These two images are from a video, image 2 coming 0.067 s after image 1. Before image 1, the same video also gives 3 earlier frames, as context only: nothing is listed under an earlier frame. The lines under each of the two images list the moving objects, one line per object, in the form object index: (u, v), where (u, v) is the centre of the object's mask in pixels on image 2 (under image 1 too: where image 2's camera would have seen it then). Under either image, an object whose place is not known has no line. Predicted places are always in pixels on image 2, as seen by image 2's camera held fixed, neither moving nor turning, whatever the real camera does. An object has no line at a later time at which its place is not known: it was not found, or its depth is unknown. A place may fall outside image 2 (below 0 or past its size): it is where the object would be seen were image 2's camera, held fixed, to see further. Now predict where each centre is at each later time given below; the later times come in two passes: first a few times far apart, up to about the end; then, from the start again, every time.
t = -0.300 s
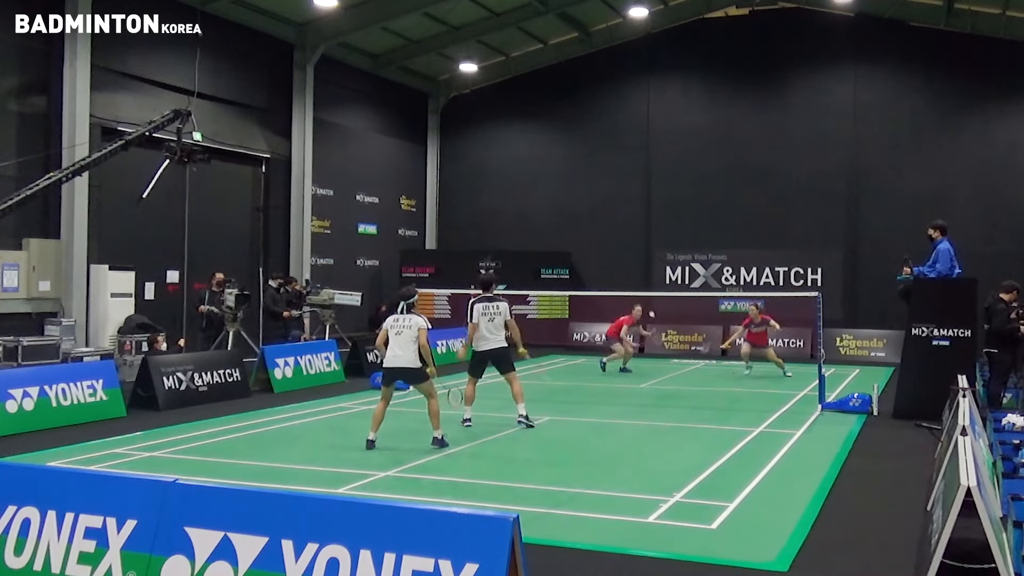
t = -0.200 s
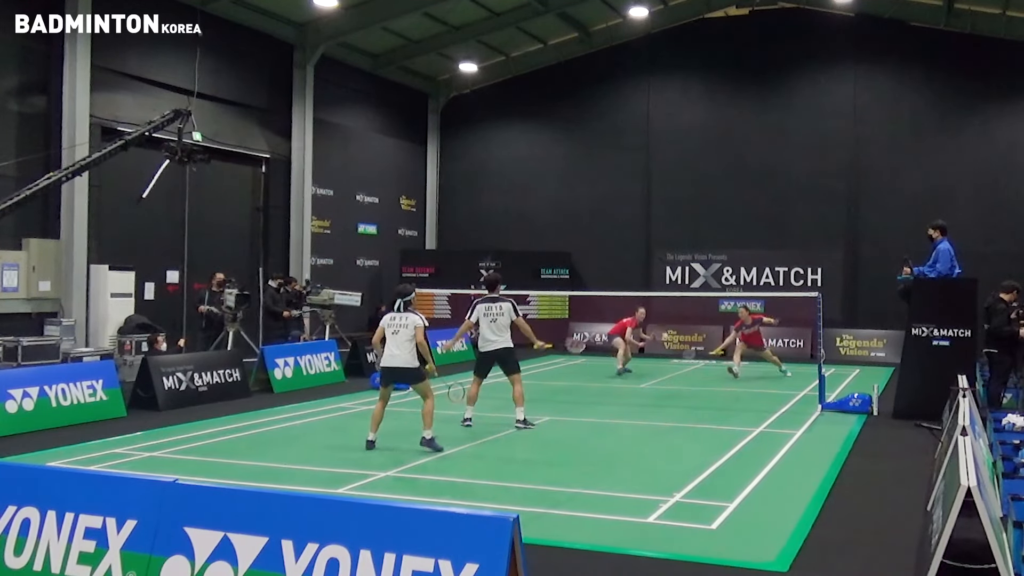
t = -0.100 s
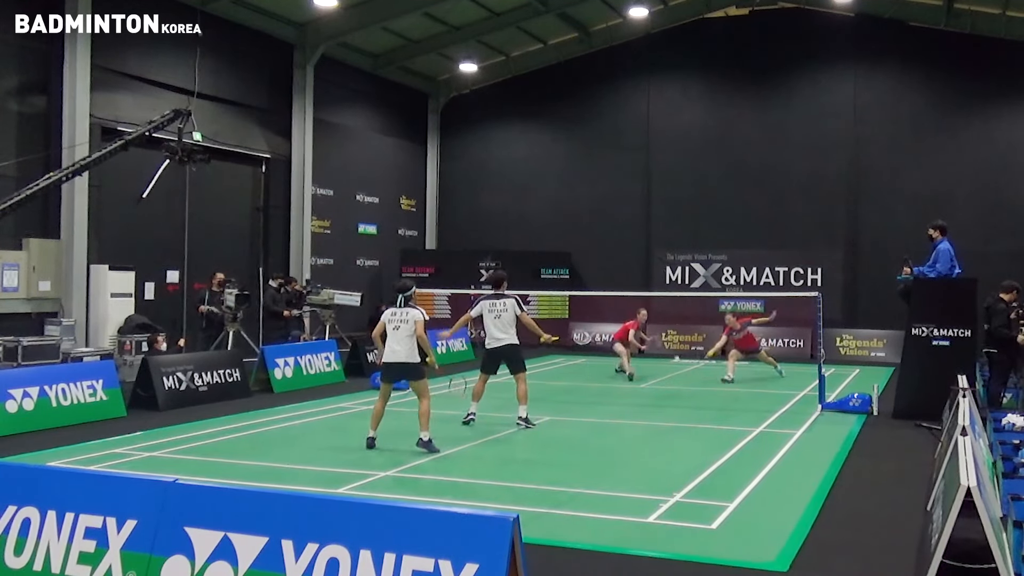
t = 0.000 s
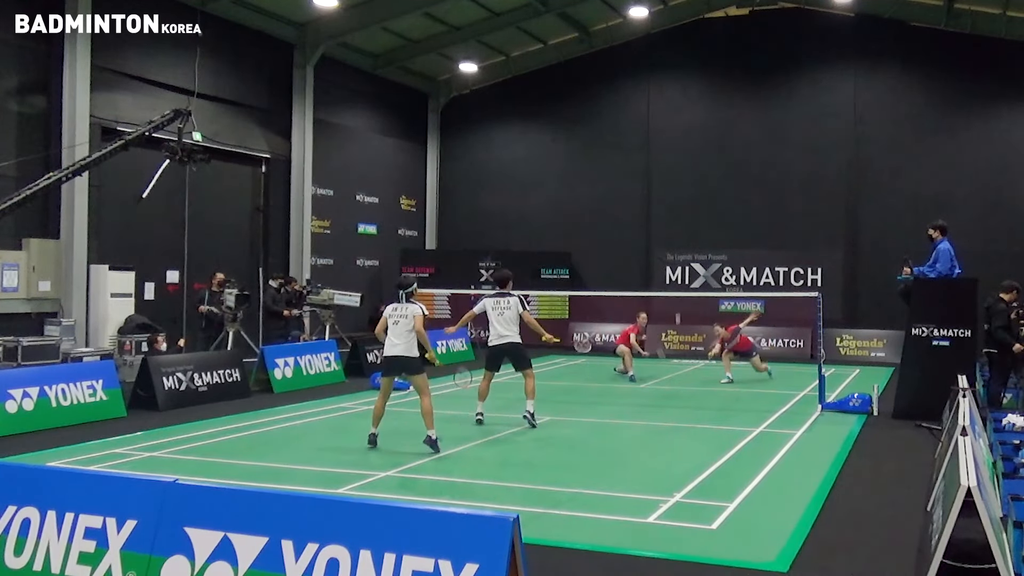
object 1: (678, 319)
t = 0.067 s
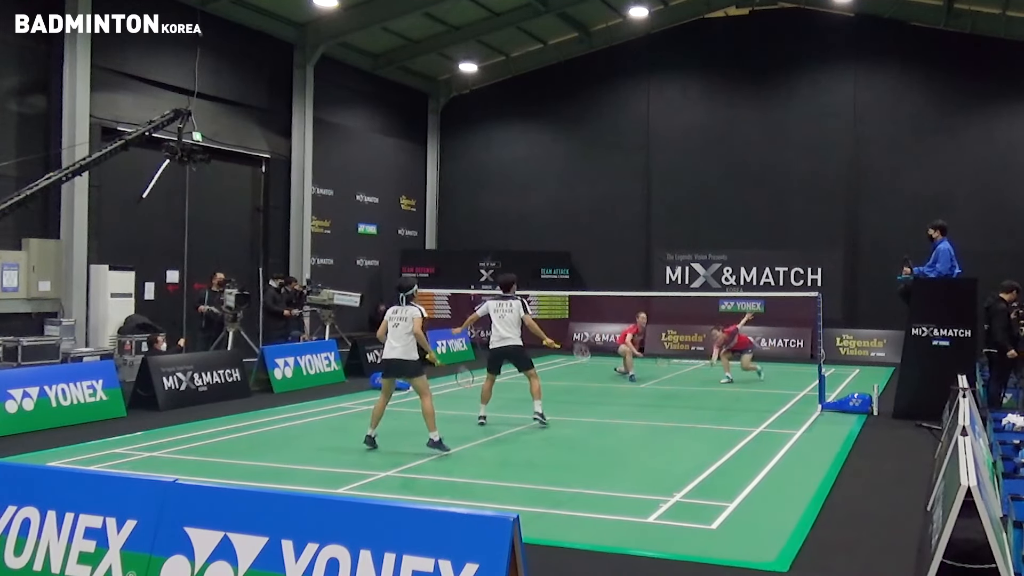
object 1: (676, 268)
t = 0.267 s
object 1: (670, 172)
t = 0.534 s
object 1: (662, 106)
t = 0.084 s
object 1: (676, 261)
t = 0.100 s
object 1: (676, 251)
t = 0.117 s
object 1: (675, 242)
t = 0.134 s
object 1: (674, 232)
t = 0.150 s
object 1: (674, 224)
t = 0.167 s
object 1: (673, 216)
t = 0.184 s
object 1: (673, 207)
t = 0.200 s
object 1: (672, 200)
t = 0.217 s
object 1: (672, 192)
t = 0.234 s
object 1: (671, 185)
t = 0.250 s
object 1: (671, 179)
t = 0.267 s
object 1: (670, 172)
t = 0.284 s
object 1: (670, 166)
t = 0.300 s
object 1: (669, 160)
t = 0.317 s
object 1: (669, 154)
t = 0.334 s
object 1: (668, 149)
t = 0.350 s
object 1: (668, 144)
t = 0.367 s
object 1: (667, 139)
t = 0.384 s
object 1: (666, 135)
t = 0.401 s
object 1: (666, 131)
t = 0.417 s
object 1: (665, 127)
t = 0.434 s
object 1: (665, 123)
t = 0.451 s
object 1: (664, 119)
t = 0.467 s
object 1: (664, 116)
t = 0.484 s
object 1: (663, 113)
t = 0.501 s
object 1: (663, 111)
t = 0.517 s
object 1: (662, 108)
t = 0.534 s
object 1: (662, 106)
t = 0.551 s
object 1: (661, 104)
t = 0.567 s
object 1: (661, 102)
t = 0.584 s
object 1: (660, 100)
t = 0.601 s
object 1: (660, 99)
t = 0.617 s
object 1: (659, 98)
